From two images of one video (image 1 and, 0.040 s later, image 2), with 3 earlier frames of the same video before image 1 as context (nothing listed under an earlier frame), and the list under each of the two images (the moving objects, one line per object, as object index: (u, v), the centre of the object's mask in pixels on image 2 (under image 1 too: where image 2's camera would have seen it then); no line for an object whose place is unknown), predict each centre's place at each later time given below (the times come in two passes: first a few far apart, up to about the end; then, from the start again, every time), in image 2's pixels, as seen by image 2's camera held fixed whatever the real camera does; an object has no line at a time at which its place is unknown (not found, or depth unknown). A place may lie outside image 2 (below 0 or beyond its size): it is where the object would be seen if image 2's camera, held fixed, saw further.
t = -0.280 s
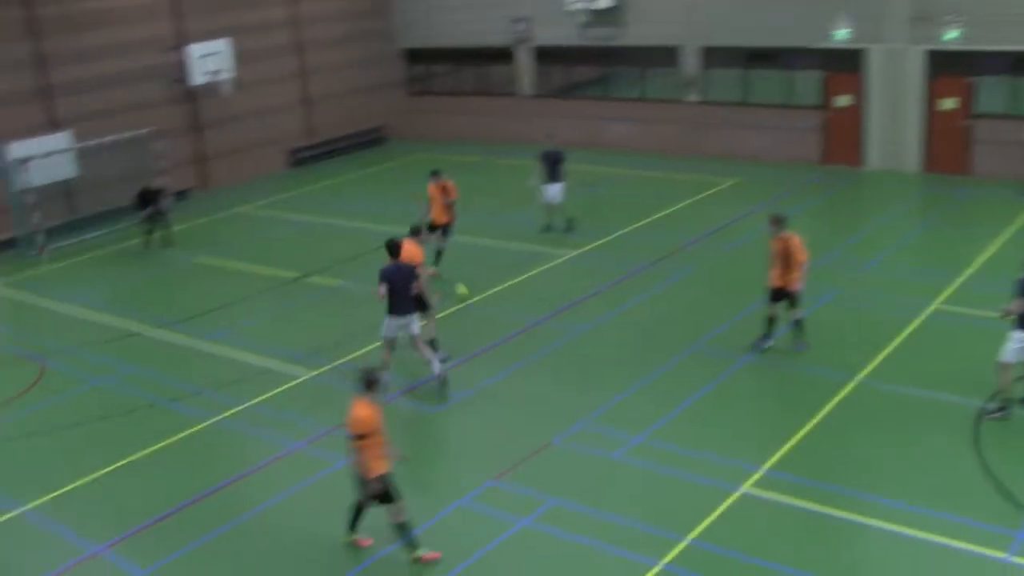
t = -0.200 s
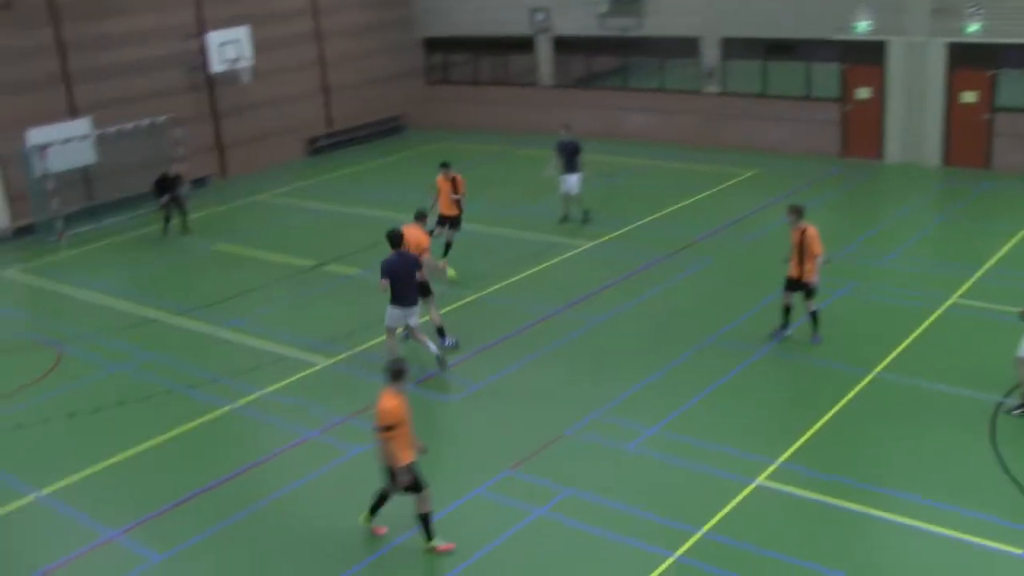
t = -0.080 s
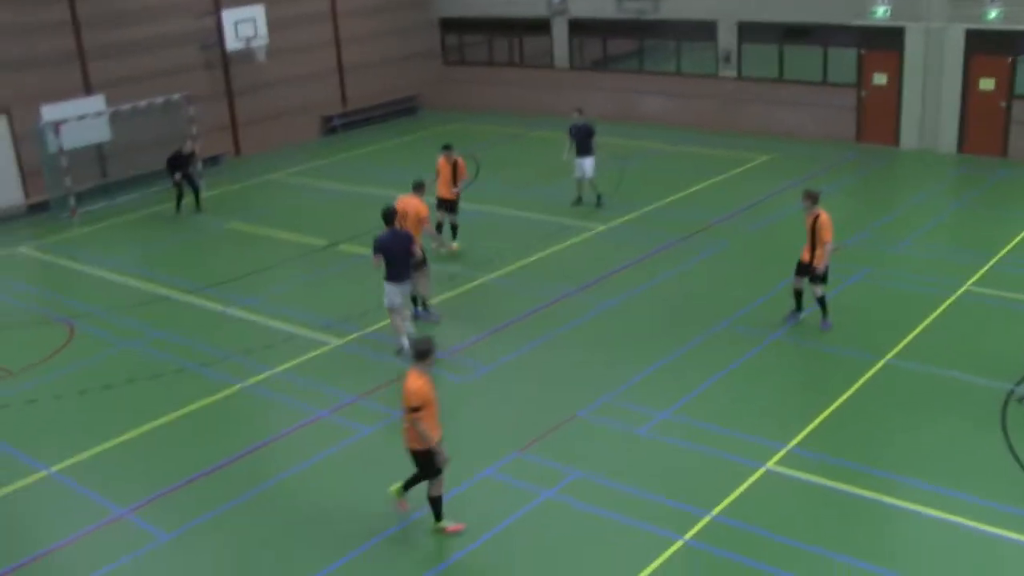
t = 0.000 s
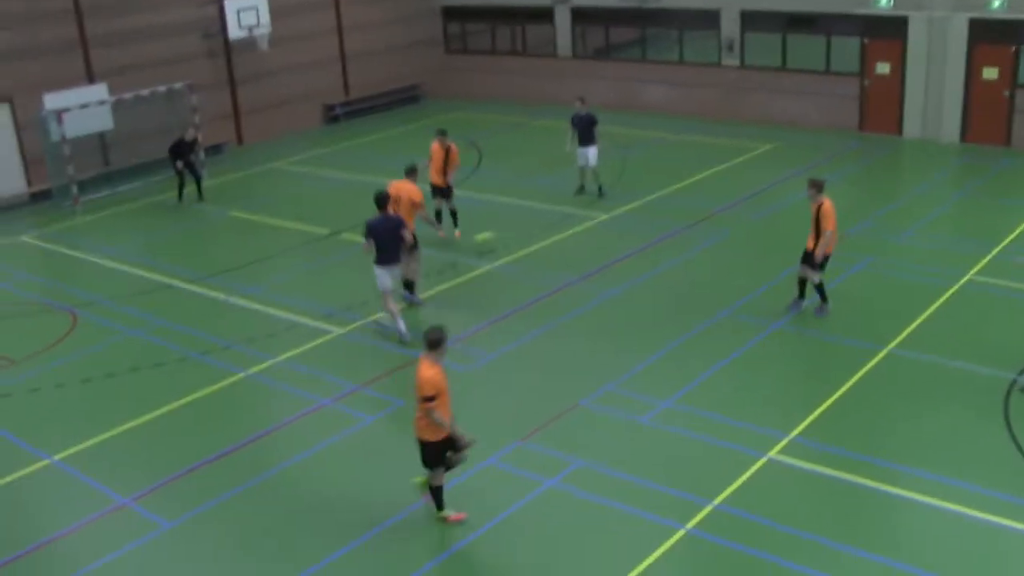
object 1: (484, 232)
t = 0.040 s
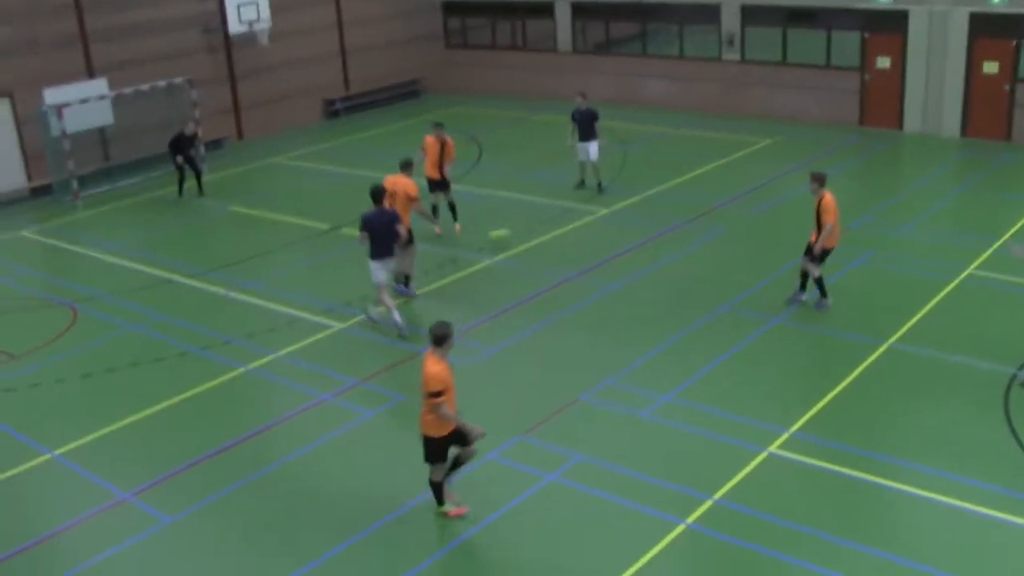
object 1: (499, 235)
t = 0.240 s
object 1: (577, 250)
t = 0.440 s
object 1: (649, 261)
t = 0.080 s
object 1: (515, 237)
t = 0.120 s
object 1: (531, 243)
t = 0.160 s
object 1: (548, 248)
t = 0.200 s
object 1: (563, 250)
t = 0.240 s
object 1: (577, 250)
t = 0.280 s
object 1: (592, 252)
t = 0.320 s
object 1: (605, 255)
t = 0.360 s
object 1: (620, 259)
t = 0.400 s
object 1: (634, 260)
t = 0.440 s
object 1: (649, 261)
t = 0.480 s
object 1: (663, 262)
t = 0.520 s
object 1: (677, 265)
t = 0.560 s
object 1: (693, 269)
